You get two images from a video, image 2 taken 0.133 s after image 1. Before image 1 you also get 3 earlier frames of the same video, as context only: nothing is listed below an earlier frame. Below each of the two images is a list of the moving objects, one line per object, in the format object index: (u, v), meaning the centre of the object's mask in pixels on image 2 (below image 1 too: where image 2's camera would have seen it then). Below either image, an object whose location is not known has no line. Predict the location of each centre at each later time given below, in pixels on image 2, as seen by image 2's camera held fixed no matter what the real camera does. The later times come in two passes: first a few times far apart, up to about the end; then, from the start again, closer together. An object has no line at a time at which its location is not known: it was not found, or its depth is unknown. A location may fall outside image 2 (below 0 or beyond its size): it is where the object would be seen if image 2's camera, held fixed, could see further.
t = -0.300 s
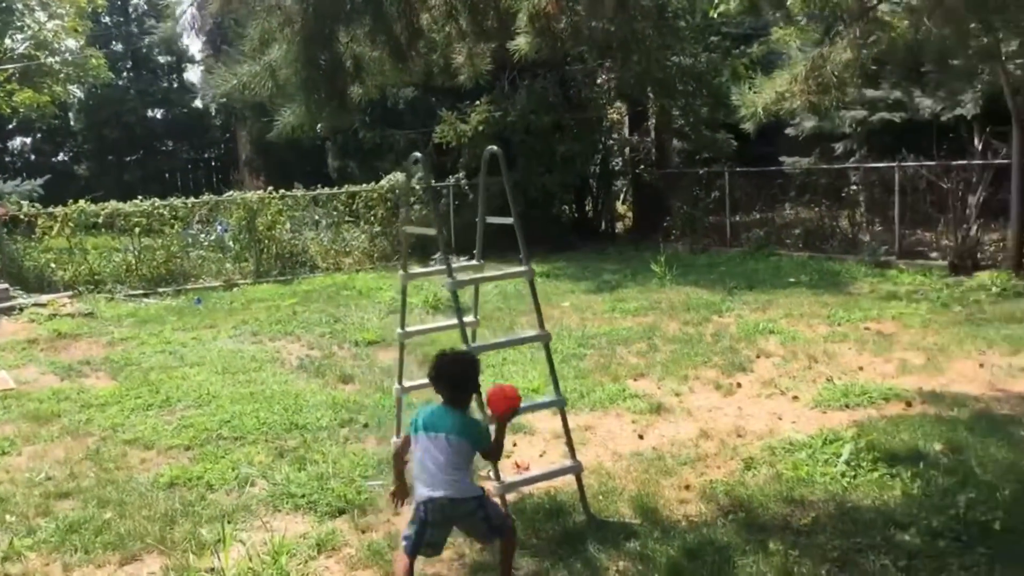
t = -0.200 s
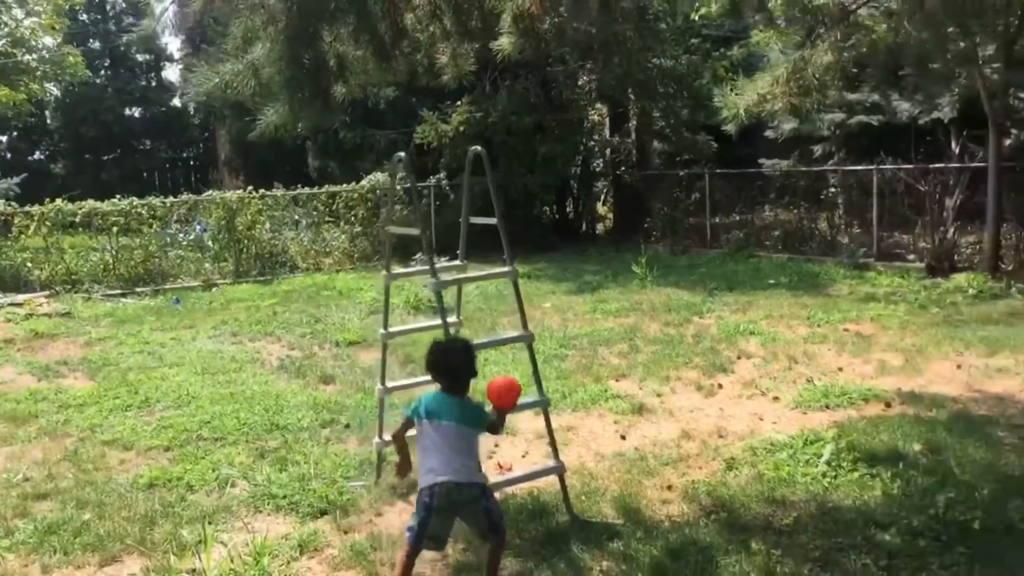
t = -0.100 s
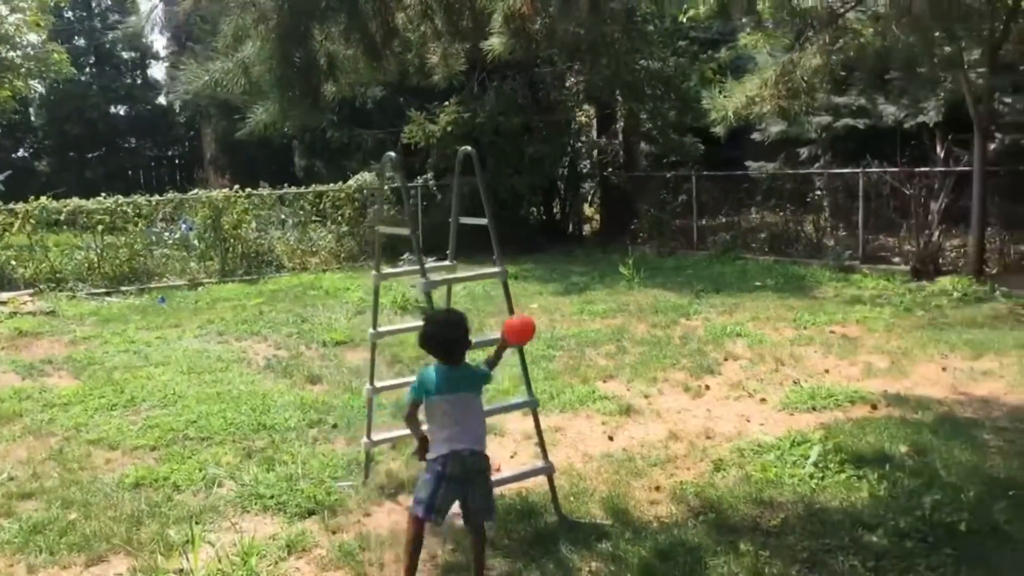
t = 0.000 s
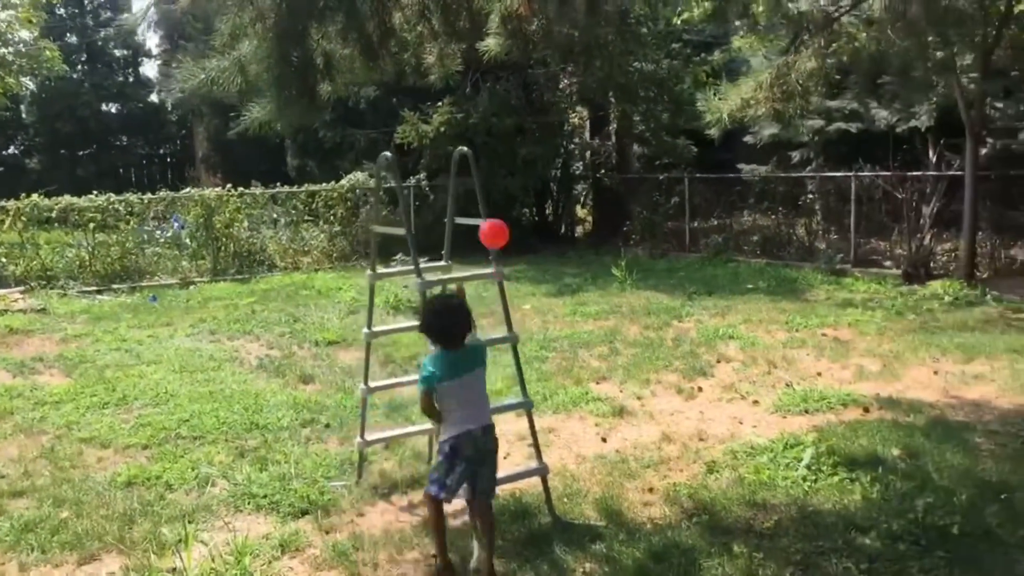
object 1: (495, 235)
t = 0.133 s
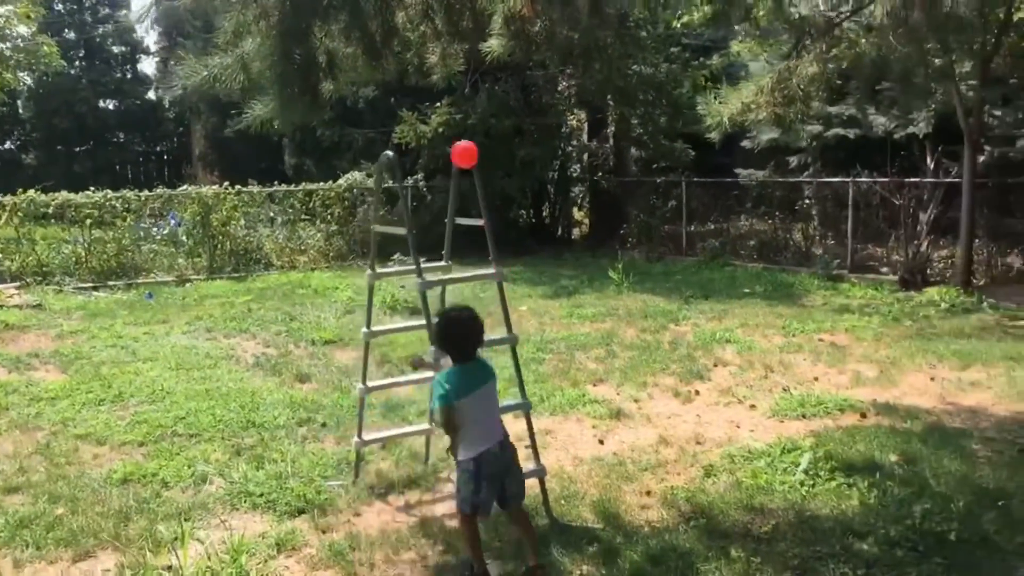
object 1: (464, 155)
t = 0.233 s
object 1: (421, 131)
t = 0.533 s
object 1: (292, 206)
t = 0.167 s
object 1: (450, 144)
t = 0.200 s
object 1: (436, 137)
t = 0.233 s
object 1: (421, 131)
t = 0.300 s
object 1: (390, 129)
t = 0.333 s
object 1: (376, 131)
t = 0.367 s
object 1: (361, 137)
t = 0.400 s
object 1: (351, 145)
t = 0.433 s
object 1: (336, 156)
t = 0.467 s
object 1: (321, 169)
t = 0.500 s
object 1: (306, 186)
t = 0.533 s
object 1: (292, 206)
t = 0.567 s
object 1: (278, 228)
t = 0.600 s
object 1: (263, 255)
